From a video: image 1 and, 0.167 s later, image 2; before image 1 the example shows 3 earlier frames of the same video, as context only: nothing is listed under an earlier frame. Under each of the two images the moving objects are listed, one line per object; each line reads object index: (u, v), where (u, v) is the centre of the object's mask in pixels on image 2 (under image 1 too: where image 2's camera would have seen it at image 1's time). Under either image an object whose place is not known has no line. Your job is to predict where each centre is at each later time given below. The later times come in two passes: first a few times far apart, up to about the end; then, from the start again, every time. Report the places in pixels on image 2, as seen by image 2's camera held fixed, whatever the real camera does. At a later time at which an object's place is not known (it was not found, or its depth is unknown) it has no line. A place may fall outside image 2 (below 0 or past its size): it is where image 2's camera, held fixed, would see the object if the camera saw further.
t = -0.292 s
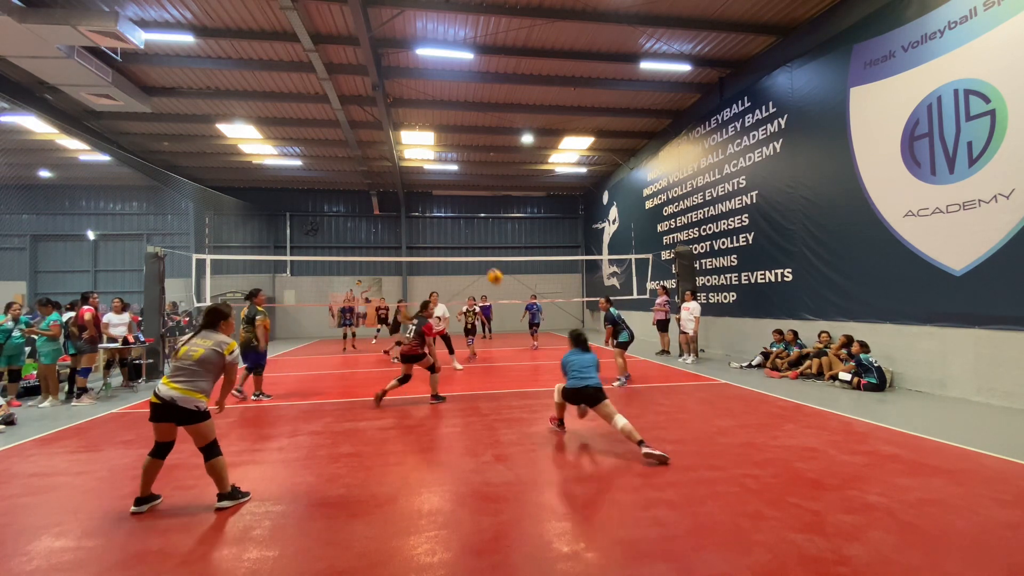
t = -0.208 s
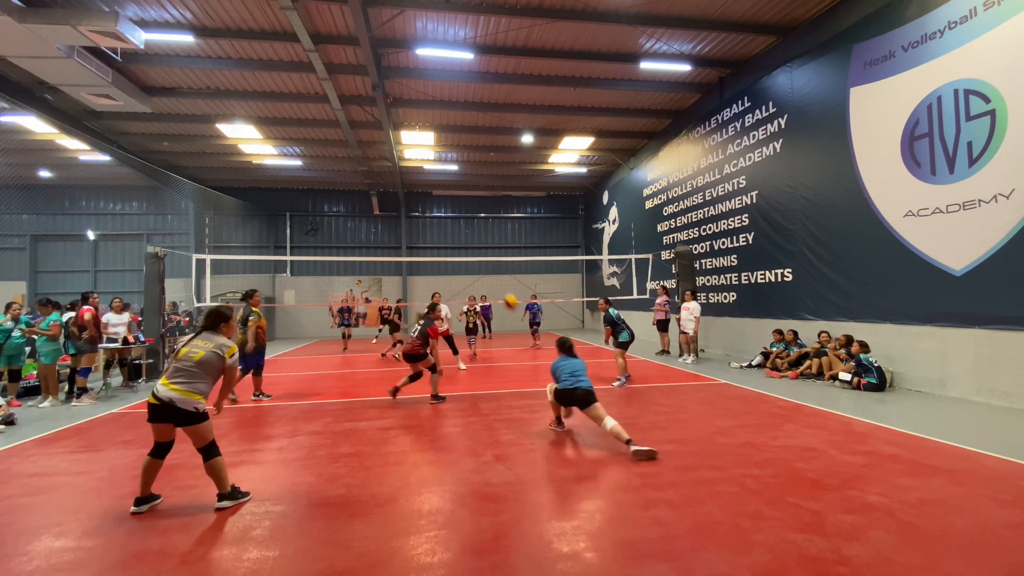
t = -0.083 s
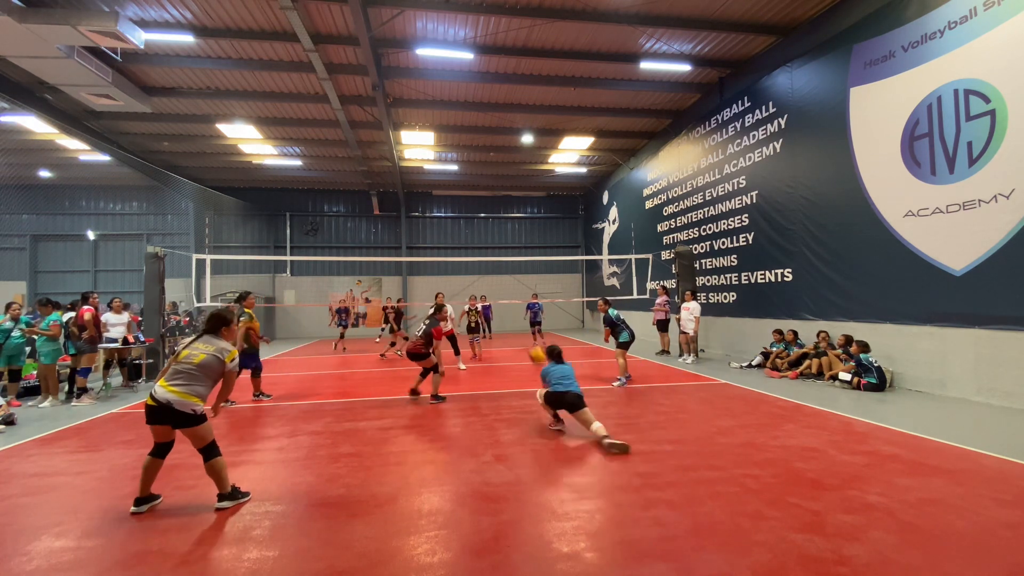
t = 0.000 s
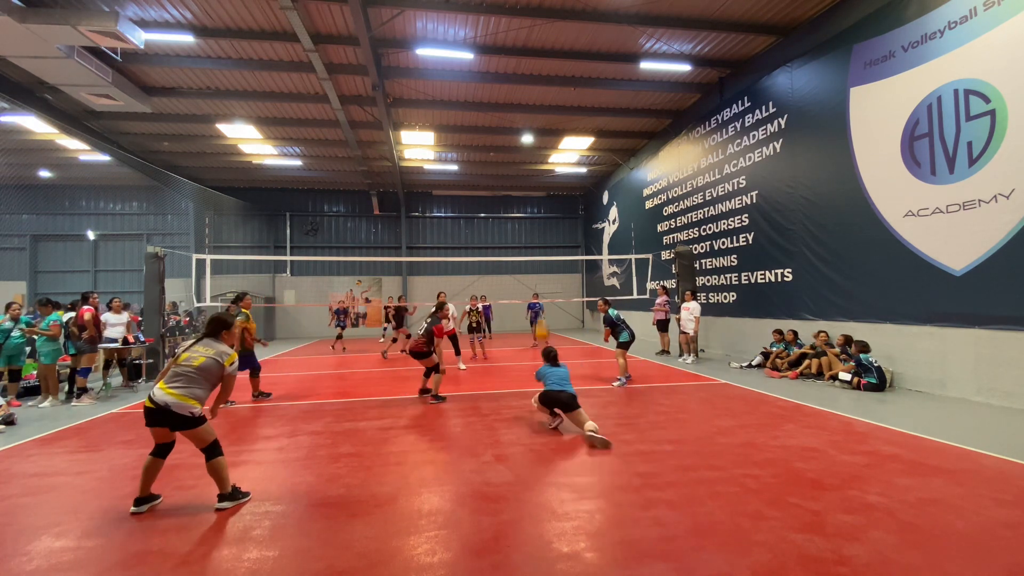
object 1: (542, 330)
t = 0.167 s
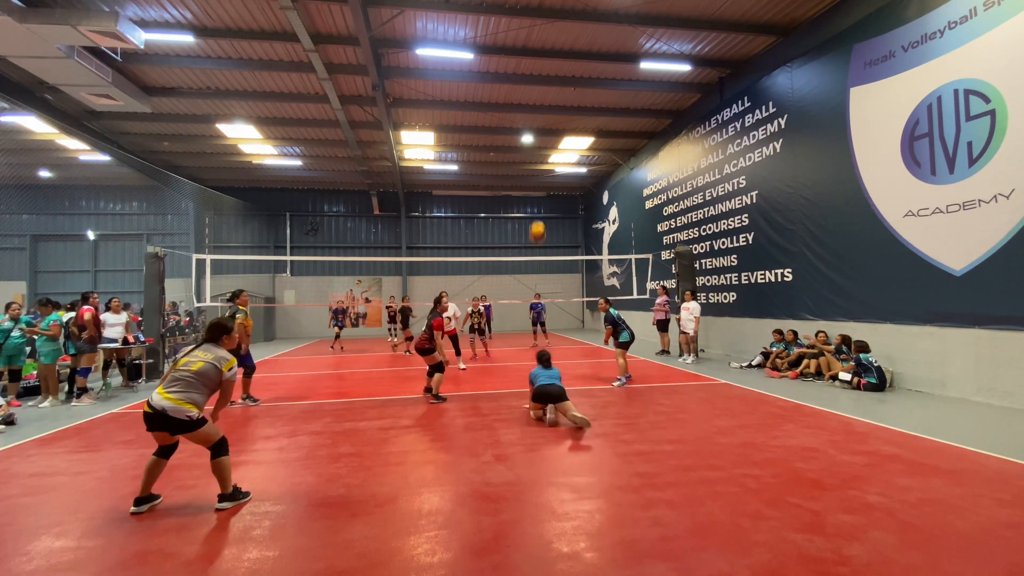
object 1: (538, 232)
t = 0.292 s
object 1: (535, 172)
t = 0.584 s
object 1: (532, 79)
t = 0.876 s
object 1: (530, 52)
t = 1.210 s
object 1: (528, 103)
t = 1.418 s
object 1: (528, 181)
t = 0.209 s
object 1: (537, 211)
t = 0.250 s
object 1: (536, 191)
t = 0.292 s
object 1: (535, 172)
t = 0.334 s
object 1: (535, 154)
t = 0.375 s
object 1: (535, 138)
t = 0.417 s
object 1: (534, 122)
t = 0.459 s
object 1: (533, 110)
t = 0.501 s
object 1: (533, 99)
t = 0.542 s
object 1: (532, 88)
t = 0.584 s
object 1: (532, 79)
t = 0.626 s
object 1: (532, 71)
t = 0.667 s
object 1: (531, 65)
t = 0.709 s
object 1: (531, 59)
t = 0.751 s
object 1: (531, 56)
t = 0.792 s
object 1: (530, 53)
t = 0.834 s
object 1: (530, 52)
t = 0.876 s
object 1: (530, 52)
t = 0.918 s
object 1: (529, 54)
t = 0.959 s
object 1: (529, 57)
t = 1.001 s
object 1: (529, 61)
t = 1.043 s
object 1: (529, 67)
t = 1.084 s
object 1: (529, 74)
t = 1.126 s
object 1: (529, 83)
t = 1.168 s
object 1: (528, 93)
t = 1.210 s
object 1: (528, 103)
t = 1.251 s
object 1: (528, 117)
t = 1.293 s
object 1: (528, 129)
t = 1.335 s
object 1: (528, 145)
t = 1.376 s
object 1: (528, 163)
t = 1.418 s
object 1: (528, 181)
